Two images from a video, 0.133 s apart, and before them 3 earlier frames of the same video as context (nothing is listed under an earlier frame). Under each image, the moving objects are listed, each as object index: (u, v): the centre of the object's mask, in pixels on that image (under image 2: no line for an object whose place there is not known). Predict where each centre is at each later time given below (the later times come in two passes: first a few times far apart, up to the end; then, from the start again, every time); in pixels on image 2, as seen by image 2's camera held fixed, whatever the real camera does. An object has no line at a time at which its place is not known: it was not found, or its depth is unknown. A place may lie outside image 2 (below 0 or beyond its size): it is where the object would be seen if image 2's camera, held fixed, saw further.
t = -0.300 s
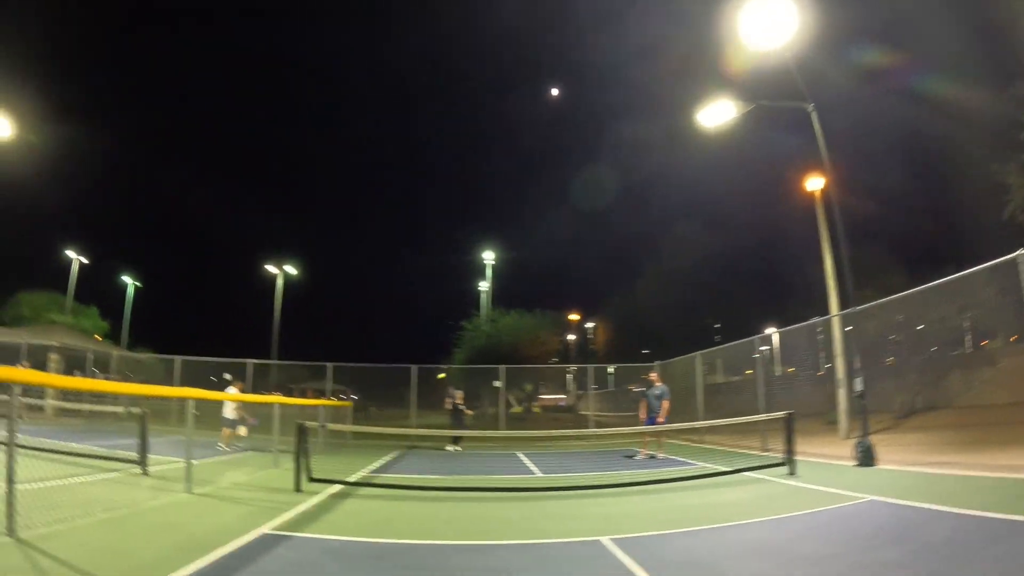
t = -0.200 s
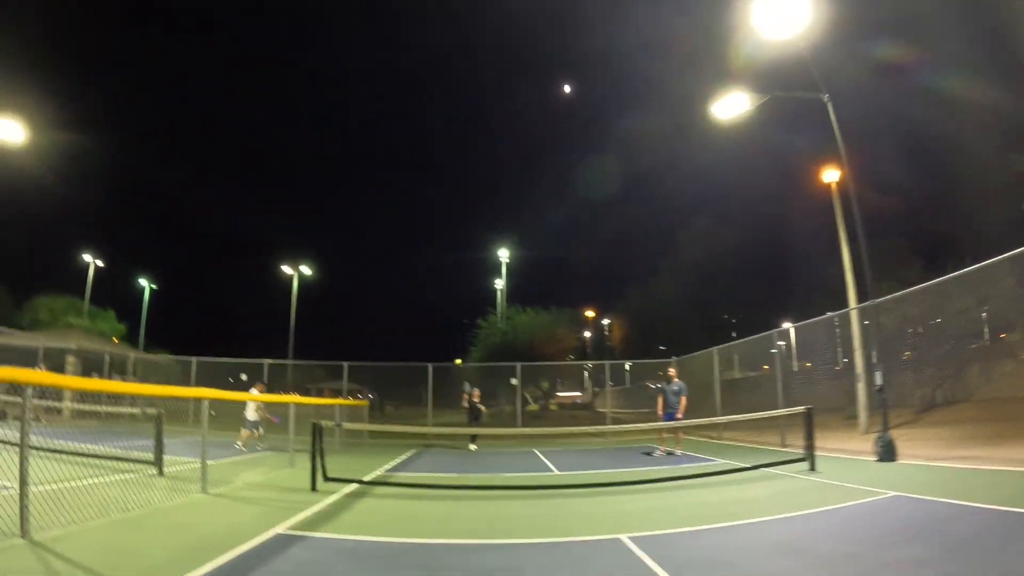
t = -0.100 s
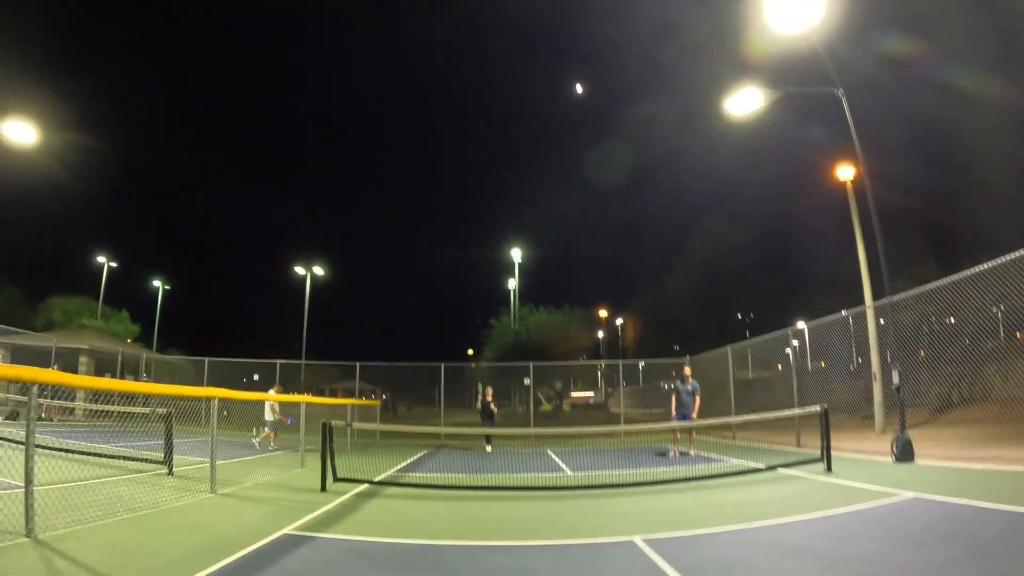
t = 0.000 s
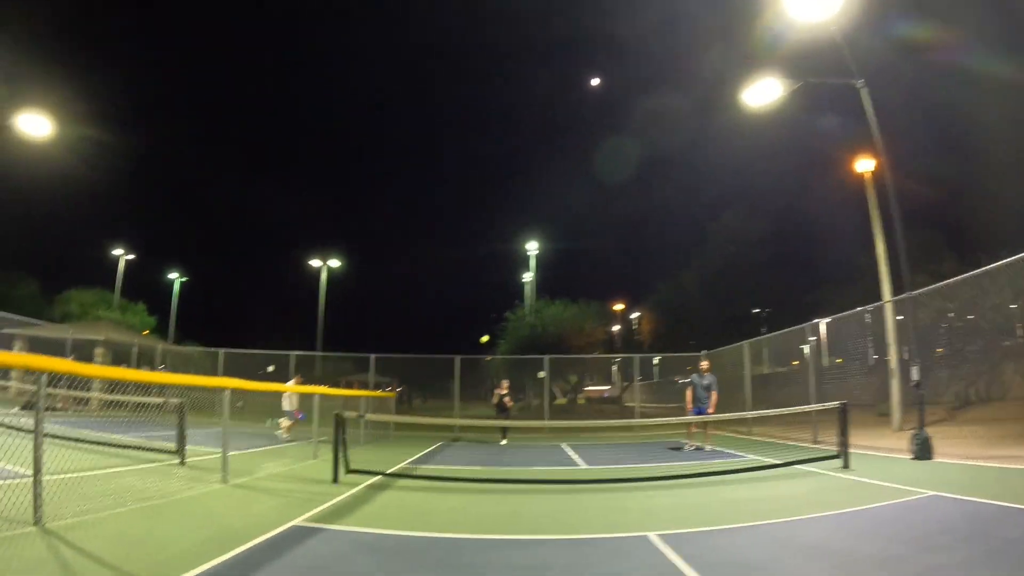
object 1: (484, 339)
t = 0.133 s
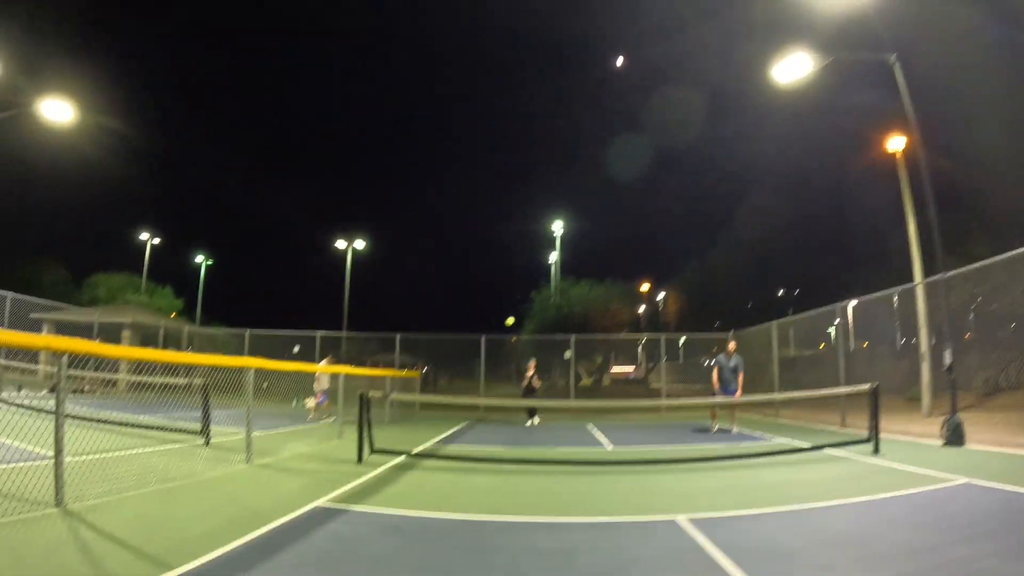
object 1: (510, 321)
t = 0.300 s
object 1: (515, 350)
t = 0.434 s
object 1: (517, 412)
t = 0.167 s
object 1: (510, 323)
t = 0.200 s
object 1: (511, 327)
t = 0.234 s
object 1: (512, 333)
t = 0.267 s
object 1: (513, 340)
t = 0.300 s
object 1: (515, 350)
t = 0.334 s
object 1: (516, 361)
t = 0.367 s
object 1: (517, 374)
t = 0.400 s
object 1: (517, 391)
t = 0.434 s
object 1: (517, 412)
